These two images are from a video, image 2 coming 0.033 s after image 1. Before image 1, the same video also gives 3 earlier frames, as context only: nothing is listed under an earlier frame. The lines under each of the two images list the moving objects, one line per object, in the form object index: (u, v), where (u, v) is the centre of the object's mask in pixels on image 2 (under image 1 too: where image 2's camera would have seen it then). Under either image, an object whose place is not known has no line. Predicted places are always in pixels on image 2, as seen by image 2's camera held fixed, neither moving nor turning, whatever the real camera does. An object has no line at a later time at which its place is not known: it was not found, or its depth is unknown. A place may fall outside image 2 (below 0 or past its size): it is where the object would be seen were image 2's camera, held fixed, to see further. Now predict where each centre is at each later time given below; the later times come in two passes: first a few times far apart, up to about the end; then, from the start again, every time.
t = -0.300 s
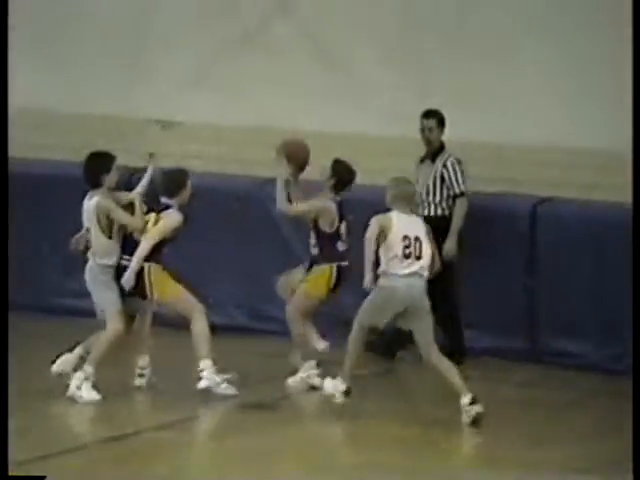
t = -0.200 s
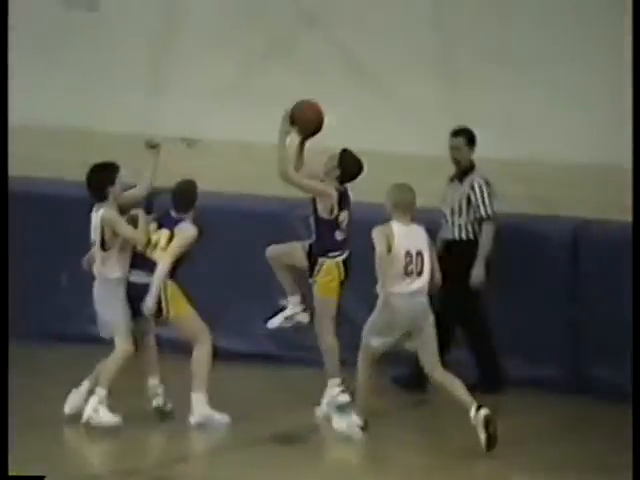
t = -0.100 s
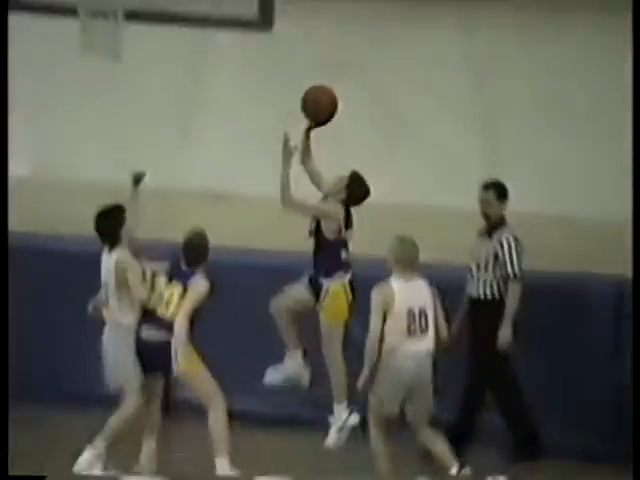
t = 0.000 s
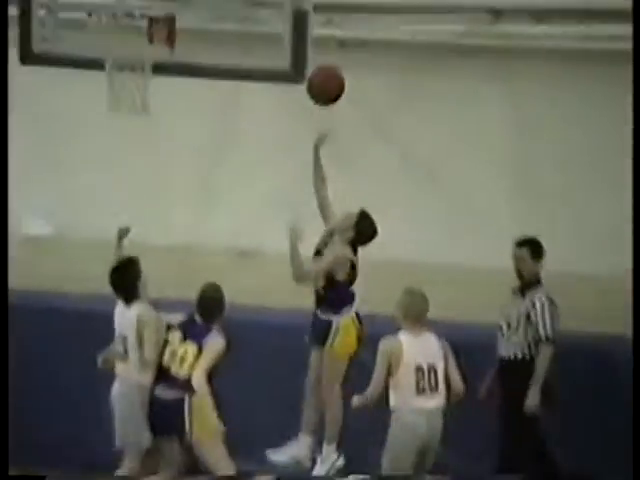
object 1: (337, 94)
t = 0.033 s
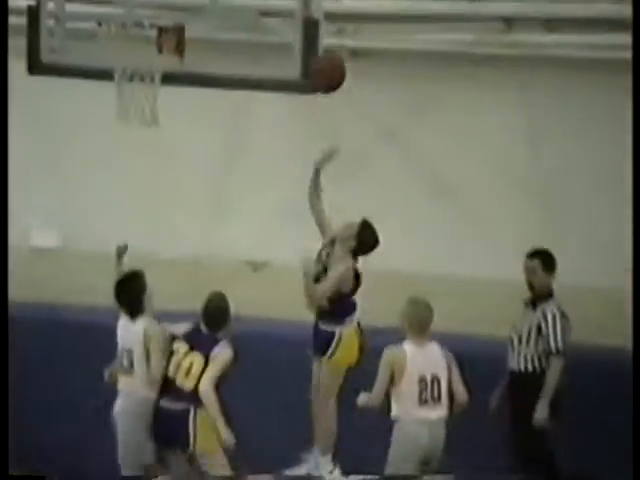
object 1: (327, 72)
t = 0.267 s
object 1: (251, -27)
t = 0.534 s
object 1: (163, -29)
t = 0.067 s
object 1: (316, 54)
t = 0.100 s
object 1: (305, 35)
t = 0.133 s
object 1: (295, 19)
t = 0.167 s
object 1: (282, 4)
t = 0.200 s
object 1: (272, -9)
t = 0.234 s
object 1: (261, -19)
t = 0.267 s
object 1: (251, -27)
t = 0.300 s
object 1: (240, -34)
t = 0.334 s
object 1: (229, -38)
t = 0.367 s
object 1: (218, -42)
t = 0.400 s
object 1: (207, -43)
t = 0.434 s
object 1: (196, -43)
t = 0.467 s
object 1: (186, -40)
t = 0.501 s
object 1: (175, -35)
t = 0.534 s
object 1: (163, -29)
